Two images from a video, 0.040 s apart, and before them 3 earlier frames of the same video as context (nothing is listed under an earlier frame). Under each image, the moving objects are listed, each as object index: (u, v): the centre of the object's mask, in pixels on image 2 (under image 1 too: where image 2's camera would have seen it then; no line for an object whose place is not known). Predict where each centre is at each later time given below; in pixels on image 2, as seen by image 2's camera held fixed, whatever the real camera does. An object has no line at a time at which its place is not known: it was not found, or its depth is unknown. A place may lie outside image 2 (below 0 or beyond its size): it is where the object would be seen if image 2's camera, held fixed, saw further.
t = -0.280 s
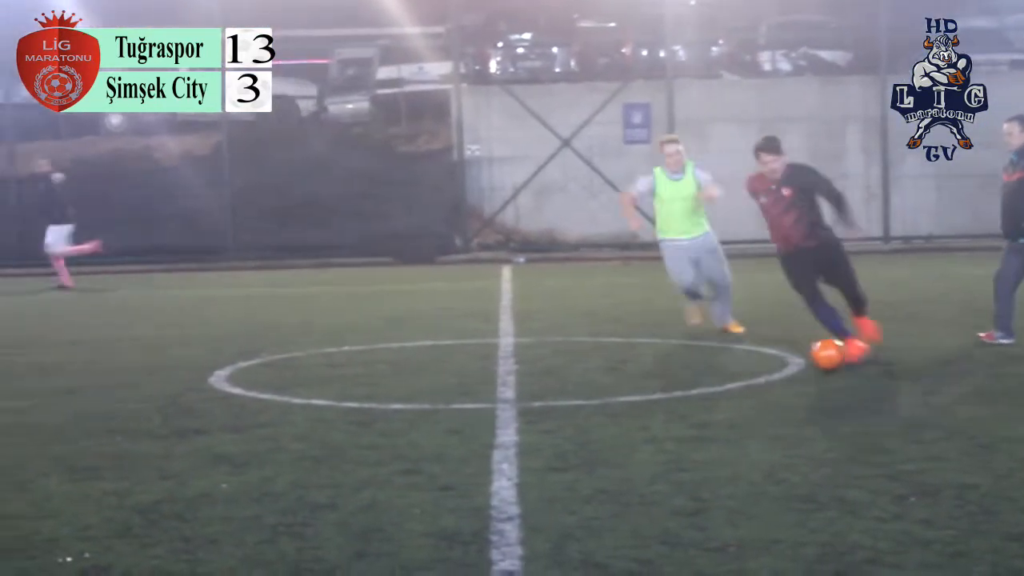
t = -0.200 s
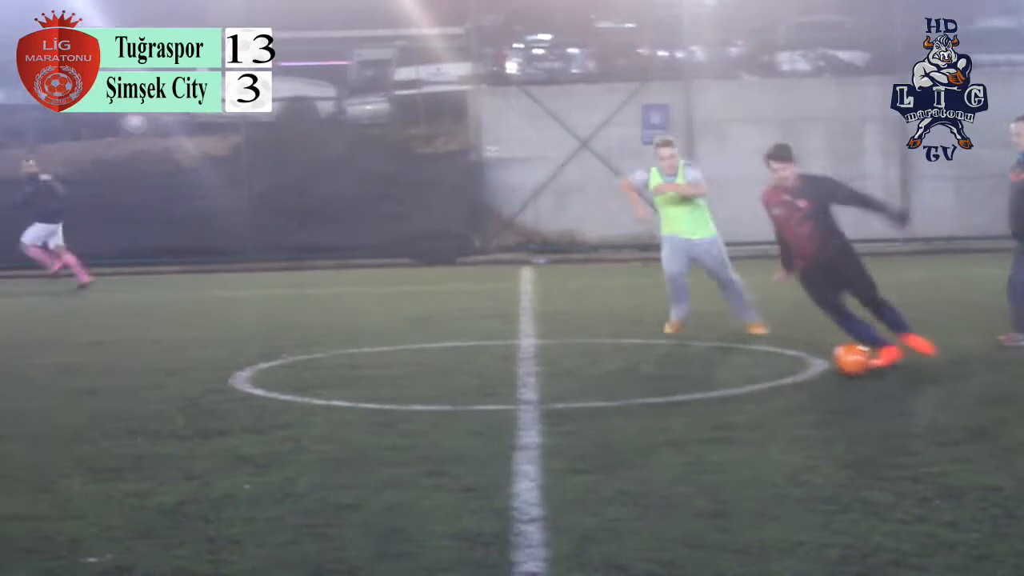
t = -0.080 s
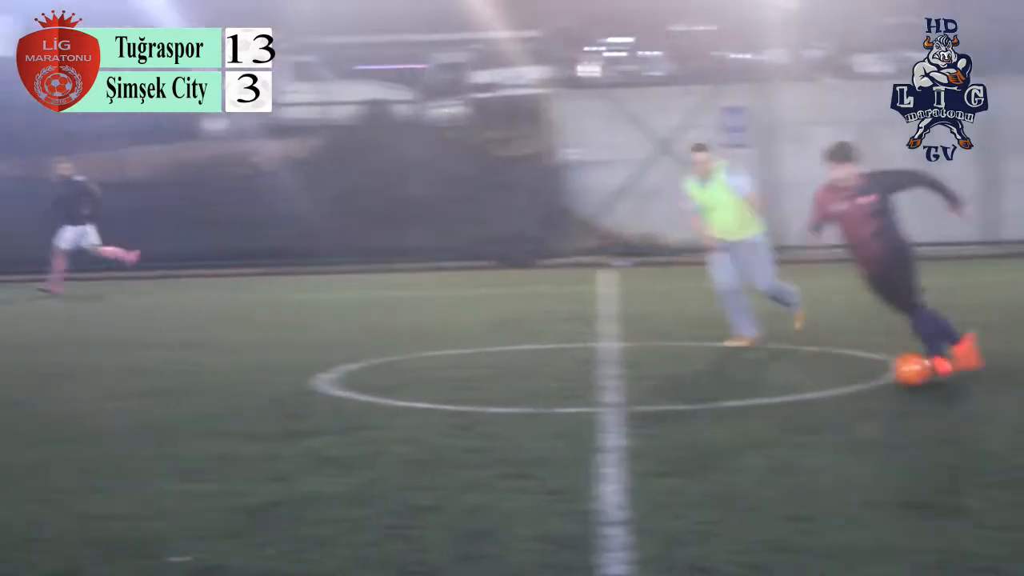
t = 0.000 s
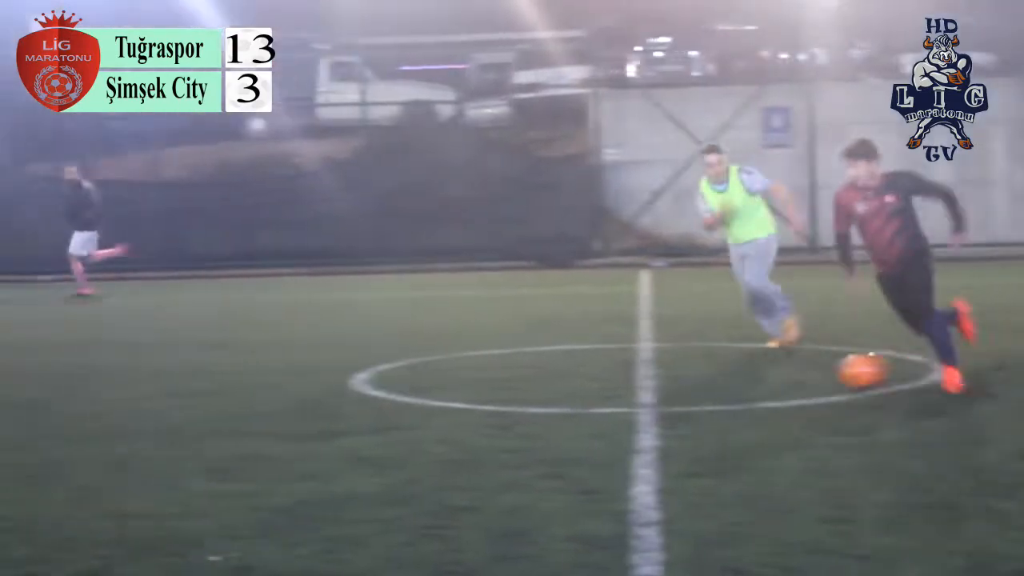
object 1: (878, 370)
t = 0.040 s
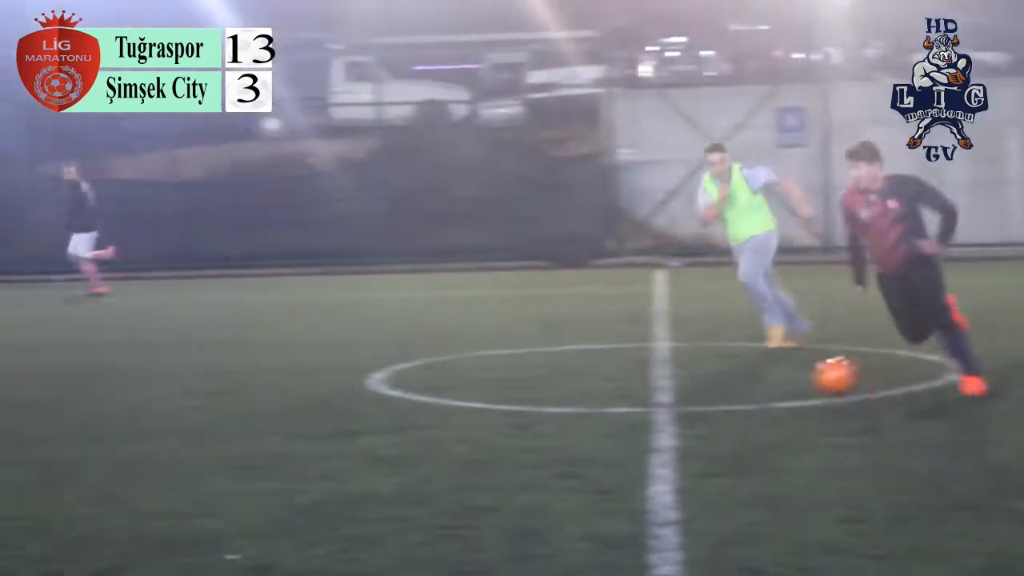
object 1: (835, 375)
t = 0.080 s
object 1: (789, 381)
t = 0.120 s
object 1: (745, 390)
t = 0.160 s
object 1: (704, 390)
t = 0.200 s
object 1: (665, 390)
